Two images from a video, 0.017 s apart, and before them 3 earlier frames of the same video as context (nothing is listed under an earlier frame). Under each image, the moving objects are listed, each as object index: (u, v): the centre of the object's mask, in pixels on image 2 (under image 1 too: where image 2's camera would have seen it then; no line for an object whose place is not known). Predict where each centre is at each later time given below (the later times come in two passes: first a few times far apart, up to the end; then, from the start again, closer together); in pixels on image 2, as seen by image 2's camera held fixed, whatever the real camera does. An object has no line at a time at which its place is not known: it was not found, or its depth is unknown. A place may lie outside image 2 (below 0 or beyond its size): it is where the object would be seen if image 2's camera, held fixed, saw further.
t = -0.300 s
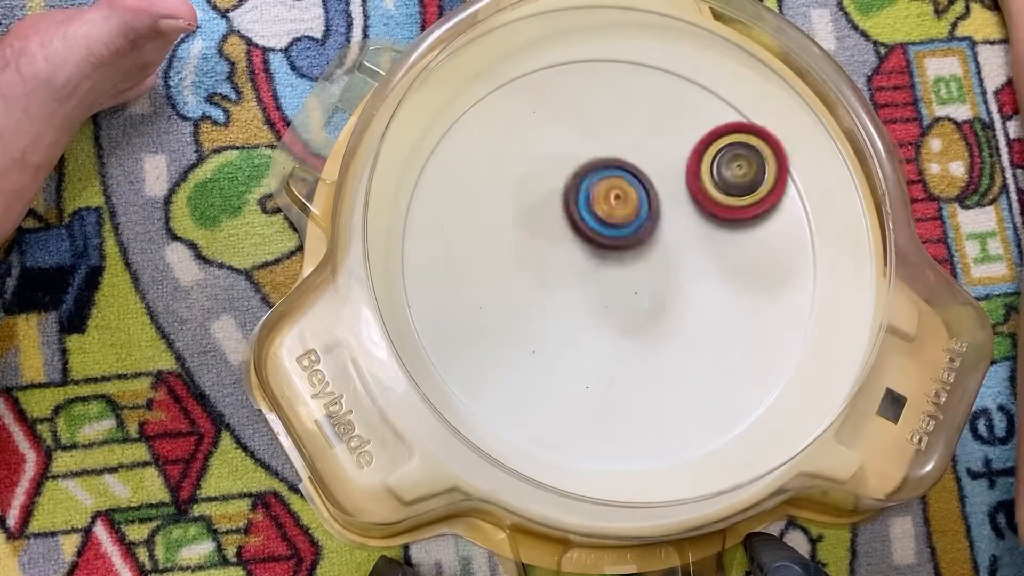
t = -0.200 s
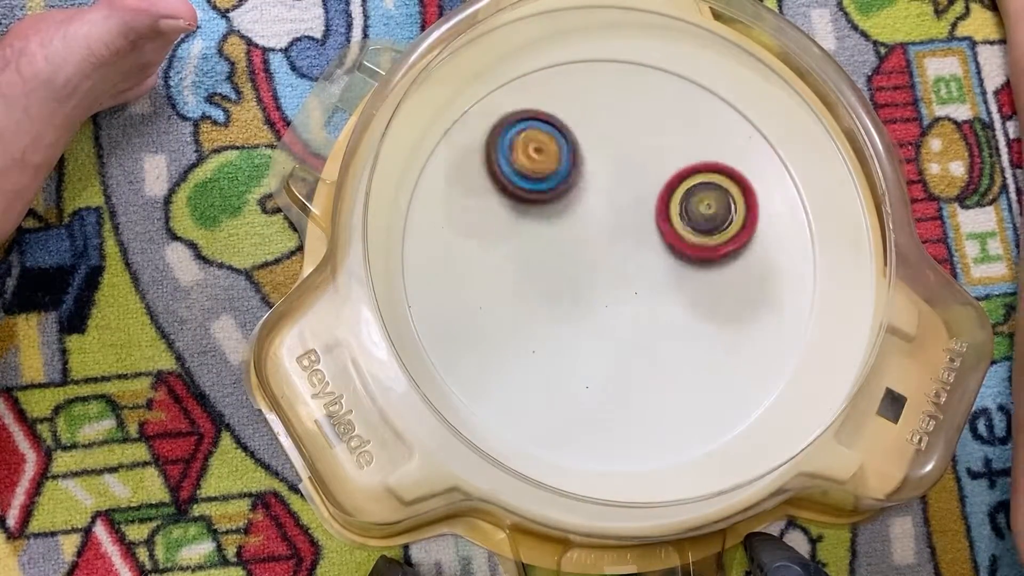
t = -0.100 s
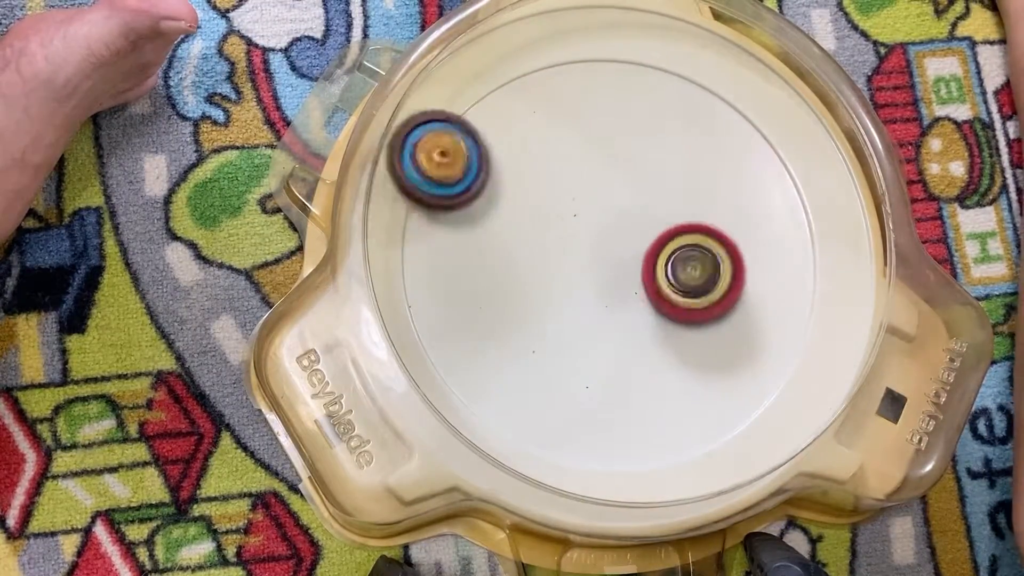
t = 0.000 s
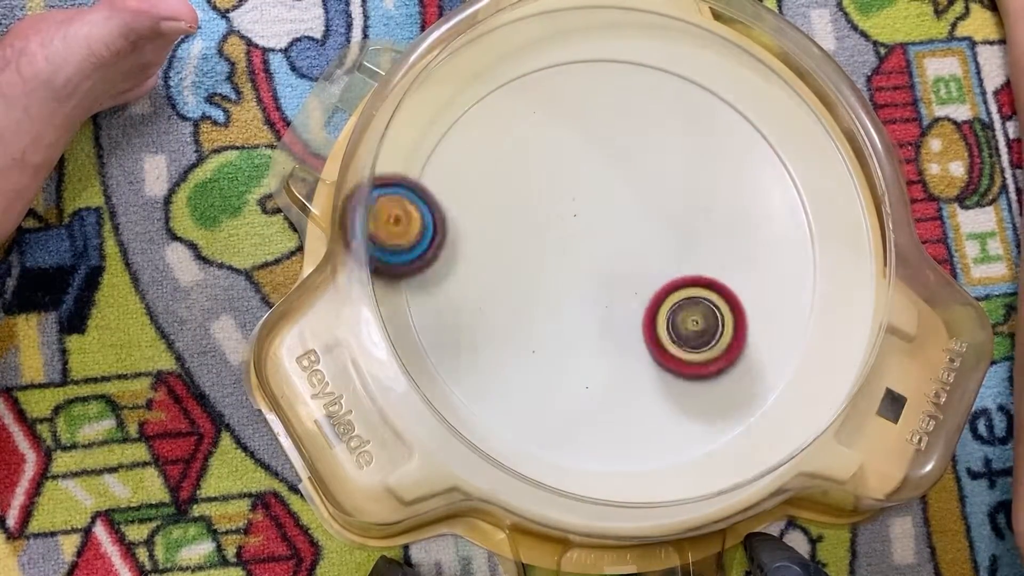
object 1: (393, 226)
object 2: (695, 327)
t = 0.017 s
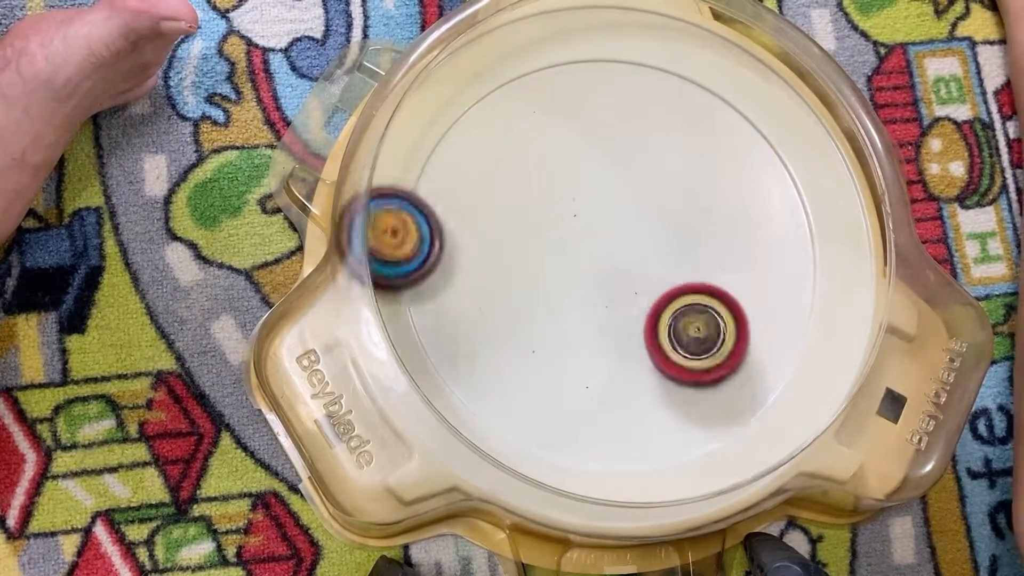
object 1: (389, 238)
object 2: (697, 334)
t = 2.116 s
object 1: (652, 231)
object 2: (511, 333)
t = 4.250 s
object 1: (563, 307)
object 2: (761, 254)
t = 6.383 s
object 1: (630, 259)
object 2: (524, 321)
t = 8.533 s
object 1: (617, 270)
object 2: (701, 198)
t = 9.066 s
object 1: (606, 278)
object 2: (740, 284)
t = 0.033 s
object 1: (389, 249)
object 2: (699, 341)
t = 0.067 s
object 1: (394, 272)
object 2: (703, 353)
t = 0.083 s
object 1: (403, 282)
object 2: (706, 358)
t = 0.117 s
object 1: (416, 304)
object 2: (711, 366)
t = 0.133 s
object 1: (421, 315)
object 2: (714, 369)
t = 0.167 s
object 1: (436, 333)
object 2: (721, 374)
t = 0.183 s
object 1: (445, 343)
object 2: (724, 375)
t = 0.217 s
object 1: (477, 357)
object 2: (731, 376)
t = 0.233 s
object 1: (494, 361)
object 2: (734, 376)
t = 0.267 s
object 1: (533, 365)
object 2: (742, 374)
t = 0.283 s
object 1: (552, 366)
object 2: (745, 373)
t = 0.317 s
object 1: (591, 363)
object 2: (753, 369)
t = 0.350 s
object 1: (628, 349)
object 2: (761, 365)
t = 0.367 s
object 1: (644, 338)
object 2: (765, 363)
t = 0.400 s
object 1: (672, 309)
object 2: (775, 358)
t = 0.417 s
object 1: (684, 293)
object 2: (779, 354)
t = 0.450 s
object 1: (702, 255)
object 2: (784, 346)
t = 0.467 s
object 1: (708, 234)
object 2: (785, 341)
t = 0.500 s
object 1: (712, 191)
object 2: (784, 330)
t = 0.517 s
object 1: (710, 168)
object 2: (782, 324)
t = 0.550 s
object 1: (699, 125)
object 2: (772, 311)
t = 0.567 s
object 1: (690, 104)
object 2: (765, 304)
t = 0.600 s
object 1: (664, 66)
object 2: (748, 294)
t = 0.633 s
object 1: (632, 40)
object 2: (727, 286)
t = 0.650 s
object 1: (614, 33)
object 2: (716, 284)
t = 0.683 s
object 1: (583, 22)
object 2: (693, 281)
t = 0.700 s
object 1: (568, 21)
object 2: (681, 280)
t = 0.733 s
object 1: (536, 26)
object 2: (659, 281)
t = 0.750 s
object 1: (529, 34)
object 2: (648, 283)
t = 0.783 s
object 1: (524, 57)
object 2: (626, 287)
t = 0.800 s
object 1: (520, 72)
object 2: (615, 291)
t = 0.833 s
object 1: (517, 110)
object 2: (596, 299)
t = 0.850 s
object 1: (518, 130)
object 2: (588, 303)
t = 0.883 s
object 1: (521, 169)
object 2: (572, 314)
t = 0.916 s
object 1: (527, 207)
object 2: (559, 327)
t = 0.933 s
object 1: (532, 226)
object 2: (554, 334)
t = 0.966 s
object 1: (544, 246)
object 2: (548, 364)
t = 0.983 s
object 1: (551, 251)
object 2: (546, 380)
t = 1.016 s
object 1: (567, 261)
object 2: (546, 408)
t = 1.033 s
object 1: (578, 266)
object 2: (548, 420)
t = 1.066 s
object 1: (603, 271)
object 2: (557, 438)
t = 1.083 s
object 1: (616, 272)
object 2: (564, 445)
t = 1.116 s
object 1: (643, 272)
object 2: (580, 451)
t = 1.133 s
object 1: (657, 270)
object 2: (588, 451)
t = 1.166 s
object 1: (684, 264)
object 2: (609, 448)
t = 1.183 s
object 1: (698, 259)
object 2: (620, 446)
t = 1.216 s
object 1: (723, 245)
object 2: (640, 440)
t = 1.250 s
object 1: (745, 226)
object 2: (659, 434)
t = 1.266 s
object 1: (755, 215)
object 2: (667, 430)
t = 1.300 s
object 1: (769, 192)
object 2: (681, 418)
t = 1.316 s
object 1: (774, 179)
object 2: (685, 409)
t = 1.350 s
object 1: (778, 155)
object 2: (689, 388)
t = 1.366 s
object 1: (777, 144)
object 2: (689, 377)
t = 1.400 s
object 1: (766, 123)
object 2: (683, 354)
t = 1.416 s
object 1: (756, 114)
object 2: (678, 343)
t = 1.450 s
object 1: (727, 95)
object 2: (666, 321)
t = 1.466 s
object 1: (707, 90)
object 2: (658, 311)
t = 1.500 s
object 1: (667, 84)
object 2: (642, 292)
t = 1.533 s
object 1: (627, 81)
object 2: (622, 275)
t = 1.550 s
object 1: (608, 82)
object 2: (612, 268)
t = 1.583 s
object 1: (571, 89)
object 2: (591, 256)
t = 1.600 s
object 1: (556, 97)
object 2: (581, 251)
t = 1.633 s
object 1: (531, 119)
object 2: (560, 244)
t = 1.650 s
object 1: (523, 135)
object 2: (550, 241)
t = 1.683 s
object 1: (519, 155)
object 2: (529, 251)
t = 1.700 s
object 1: (520, 159)
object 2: (518, 258)
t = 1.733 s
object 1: (519, 172)
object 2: (497, 273)
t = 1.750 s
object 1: (520, 179)
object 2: (487, 281)
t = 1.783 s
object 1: (531, 178)
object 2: (466, 306)
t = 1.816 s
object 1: (545, 180)
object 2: (449, 325)
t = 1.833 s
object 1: (552, 182)
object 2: (443, 332)
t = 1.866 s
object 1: (567, 186)
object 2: (443, 341)
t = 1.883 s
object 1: (574, 189)
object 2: (445, 346)
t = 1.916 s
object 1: (587, 196)
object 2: (455, 356)
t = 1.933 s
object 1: (594, 199)
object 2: (461, 361)
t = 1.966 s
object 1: (606, 206)
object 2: (477, 367)
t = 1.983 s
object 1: (611, 210)
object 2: (485, 367)
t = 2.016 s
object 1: (621, 217)
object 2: (496, 366)
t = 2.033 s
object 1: (625, 220)
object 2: (501, 363)
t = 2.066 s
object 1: (635, 226)
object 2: (507, 354)
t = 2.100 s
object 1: (646, 230)
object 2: (510, 341)
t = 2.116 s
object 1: (652, 231)
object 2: (511, 333)
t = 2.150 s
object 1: (664, 232)
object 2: (512, 318)
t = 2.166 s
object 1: (669, 233)
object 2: (512, 310)
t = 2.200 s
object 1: (682, 232)
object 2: (510, 293)
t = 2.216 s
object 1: (688, 232)
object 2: (509, 285)
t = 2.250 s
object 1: (698, 229)
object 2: (508, 270)
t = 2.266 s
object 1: (702, 228)
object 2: (506, 262)
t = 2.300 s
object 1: (708, 227)
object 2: (503, 248)
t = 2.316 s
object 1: (711, 226)
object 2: (501, 241)
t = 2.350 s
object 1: (715, 224)
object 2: (497, 229)
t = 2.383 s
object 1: (716, 222)
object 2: (492, 219)
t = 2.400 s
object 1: (716, 221)
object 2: (490, 214)
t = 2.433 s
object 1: (714, 221)
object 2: (485, 205)
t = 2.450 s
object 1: (713, 221)
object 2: (482, 202)
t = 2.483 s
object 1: (709, 219)
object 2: (476, 195)
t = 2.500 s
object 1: (706, 220)
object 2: (473, 193)
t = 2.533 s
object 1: (699, 221)
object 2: (467, 188)
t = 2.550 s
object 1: (696, 222)
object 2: (463, 186)
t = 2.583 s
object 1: (689, 224)
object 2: (457, 182)
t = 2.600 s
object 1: (685, 225)
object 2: (453, 181)
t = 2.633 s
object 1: (676, 229)
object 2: (448, 180)
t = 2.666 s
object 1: (668, 234)
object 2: (444, 181)
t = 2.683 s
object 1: (664, 237)
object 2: (444, 182)
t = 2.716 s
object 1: (656, 241)
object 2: (444, 184)
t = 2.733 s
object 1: (652, 245)
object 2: (445, 186)
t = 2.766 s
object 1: (645, 252)
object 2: (448, 190)
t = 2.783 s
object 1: (642, 257)
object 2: (451, 191)
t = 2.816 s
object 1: (639, 265)
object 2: (458, 196)
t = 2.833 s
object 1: (639, 271)
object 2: (462, 197)
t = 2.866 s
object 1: (639, 283)
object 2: (472, 200)
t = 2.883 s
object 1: (641, 289)
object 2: (479, 201)
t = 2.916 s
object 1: (645, 300)
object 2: (491, 202)
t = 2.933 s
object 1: (648, 305)
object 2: (498, 202)
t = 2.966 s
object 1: (652, 314)
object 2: (514, 201)
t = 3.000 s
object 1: (657, 324)
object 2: (530, 198)
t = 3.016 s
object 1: (660, 327)
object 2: (538, 196)
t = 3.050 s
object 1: (665, 333)
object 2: (553, 190)
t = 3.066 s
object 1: (667, 336)
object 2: (560, 187)
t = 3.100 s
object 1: (673, 341)
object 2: (574, 181)
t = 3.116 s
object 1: (675, 342)
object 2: (582, 176)
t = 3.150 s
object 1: (679, 342)
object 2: (595, 168)
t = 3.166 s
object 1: (681, 342)
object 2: (601, 163)
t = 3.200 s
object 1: (685, 341)
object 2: (612, 153)
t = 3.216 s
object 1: (687, 339)
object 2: (618, 149)
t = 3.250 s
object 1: (689, 334)
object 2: (627, 139)
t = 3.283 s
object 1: (690, 328)
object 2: (634, 129)
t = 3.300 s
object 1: (691, 325)
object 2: (637, 124)
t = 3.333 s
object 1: (691, 317)
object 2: (642, 115)
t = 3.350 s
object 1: (691, 313)
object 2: (644, 110)
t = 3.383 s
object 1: (690, 304)
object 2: (646, 102)
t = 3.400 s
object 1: (690, 300)
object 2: (646, 98)
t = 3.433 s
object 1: (687, 290)
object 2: (647, 92)
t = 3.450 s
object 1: (685, 286)
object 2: (647, 88)
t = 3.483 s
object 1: (682, 278)
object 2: (646, 82)
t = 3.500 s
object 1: (680, 274)
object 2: (644, 79)
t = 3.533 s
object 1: (674, 268)
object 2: (643, 75)
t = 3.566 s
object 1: (666, 264)
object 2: (640, 71)
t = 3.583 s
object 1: (661, 262)
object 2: (638, 71)
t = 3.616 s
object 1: (651, 259)
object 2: (634, 73)
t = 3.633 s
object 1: (645, 258)
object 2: (632, 75)
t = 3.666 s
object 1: (634, 257)
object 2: (630, 80)
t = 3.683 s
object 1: (628, 257)
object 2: (628, 83)
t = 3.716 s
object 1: (615, 257)
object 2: (625, 92)
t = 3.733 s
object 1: (608, 258)
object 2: (625, 97)
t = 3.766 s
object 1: (597, 259)
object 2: (624, 109)
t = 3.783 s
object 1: (590, 260)
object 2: (624, 116)
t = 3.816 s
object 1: (578, 263)
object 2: (627, 132)
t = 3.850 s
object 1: (569, 266)
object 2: (631, 147)
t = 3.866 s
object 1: (563, 268)
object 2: (634, 155)
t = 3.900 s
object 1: (554, 272)
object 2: (641, 171)
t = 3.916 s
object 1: (550, 274)
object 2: (646, 178)
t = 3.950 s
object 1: (544, 278)
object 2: (655, 192)
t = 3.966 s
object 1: (540, 280)
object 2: (660, 199)
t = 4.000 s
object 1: (537, 285)
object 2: (671, 211)
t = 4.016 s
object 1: (536, 287)
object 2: (678, 216)
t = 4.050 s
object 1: (534, 291)
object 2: (689, 226)
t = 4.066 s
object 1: (535, 293)
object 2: (695, 230)
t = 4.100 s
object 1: (537, 297)
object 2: (708, 238)
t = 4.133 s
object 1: (541, 299)
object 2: (721, 244)
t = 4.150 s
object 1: (543, 301)
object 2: (727, 246)
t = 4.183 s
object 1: (549, 303)
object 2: (740, 251)
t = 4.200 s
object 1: (552, 304)
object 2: (746, 252)
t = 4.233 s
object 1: (559, 306)
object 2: (756, 254)
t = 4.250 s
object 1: (563, 307)
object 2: (761, 254)
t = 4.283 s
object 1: (571, 307)
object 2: (771, 255)
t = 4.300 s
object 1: (574, 308)
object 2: (775, 255)
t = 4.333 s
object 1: (583, 308)
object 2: (783, 253)
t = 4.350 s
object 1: (587, 308)
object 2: (787, 252)
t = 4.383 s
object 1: (594, 307)
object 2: (793, 248)
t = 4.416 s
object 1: (601, 305)
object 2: (797, 244)
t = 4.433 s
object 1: (604, 304)
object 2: (798, 241)
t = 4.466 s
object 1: (608, 299)
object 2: (800, 237)
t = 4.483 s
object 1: (610, 297)
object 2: (799, 235)
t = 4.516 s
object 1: (611, 288)
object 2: (796, 231)
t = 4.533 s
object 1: (611, 284)
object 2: (794, 230)
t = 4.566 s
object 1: (611, 274)
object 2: (787, 227)
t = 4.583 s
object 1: (611, 268)
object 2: (782, 226)
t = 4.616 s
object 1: (610, 259)
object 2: (772, 227)
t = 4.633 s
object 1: (609, 254)
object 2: (766, 227)
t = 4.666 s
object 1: (609, 244)
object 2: (752, 231)
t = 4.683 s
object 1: (608, 240)
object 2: (745, 233)
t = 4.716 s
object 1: (607, 232)
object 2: (733, 239)
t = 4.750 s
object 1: (605, 223)
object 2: (720, 246)
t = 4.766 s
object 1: (604, 219)
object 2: (714, 251)
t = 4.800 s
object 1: (602, 213)
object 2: (703, 259)
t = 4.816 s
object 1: (600, 209)
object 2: (696, 264)
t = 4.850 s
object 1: (597, 204)
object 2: (687, 276)
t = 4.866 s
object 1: (596, 202)
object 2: (682, 281)
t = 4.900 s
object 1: (593, 197)
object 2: (673, 293)
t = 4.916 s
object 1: (591, 196)
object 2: (669, 299)
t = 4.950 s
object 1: (588, 193)
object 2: (662, 313)
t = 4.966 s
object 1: (586, 192)
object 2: (659, 319)
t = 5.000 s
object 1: (582, 193)
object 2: (654, 333)
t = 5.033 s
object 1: (579, 194)
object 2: (651, 346)
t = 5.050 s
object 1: (577, 196)
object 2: (650, 352)
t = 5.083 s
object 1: (574, 201)
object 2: (649, 365)
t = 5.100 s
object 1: (574, 204)
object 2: (649, 371)
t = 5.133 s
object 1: (572, 210)
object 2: (649, 382)
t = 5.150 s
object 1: (572, 214)
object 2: (649, 387)
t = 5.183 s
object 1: (574, 220)
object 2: (652, 397)
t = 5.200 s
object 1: (574, 224)
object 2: (652, 401)
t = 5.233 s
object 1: (576, 231)
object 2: (655, 409)
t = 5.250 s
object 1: (577, 233)
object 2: (657, 413)
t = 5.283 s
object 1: (579, 240)
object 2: (661, 418)
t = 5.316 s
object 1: (582, 245)
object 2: (667, 422)
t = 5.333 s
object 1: (583, 247)
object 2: (670, 423)
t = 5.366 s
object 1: (587, 251)
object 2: (677, 424)
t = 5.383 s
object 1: (590, 252)
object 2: (679, 423)
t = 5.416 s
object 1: (596, 255)
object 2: (684, 420)
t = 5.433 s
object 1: (600, 256)
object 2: (685, 418)
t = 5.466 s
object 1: (608, 257)
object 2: (688, 412)
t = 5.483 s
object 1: (612, 258)
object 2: (688, 407)
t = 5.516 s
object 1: (621, 259)
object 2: (686, 397)
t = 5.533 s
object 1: (625, 258)
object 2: (684, 391)
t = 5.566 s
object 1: (633, 260)
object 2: (677, 378)
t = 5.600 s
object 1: (641, 259)
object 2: (668, 366)
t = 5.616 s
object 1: (643, 258)
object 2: (662, 361)
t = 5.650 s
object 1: (650, 248)
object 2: (650, 358)
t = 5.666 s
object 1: (653, 244)
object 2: (643, 357)
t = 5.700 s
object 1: (658, 238)
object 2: (631, 354)
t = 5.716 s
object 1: (660, 235)
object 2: (625, 354)
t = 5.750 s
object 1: (661, 230)
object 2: (612, 352)
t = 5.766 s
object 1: (662, 229)
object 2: (606, 351)
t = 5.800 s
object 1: (660, 225)
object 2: (593, 349)
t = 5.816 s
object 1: (659, 225)
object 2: (587, 349)
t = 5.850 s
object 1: (656, 223)
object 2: (576, 350)
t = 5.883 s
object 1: (653, 224)
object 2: (565, 353)
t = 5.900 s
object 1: (651, 224)
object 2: (560, 354)
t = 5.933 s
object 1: (646, 224)
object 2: (551, 358)
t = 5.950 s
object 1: (644, 225)
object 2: (547, 360)
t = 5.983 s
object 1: (640, 226)
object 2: (541, 363)
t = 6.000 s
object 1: (638, 227)
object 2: (539, 364)
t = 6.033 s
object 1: (635, 229)
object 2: (537, 366)
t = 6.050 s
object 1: (633, 229)
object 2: (537, 367)
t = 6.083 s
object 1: (629, 232)
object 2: (537, 367)
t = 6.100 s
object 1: (628, 232)
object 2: (537, 368)
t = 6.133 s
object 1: (625, 234)
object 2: (537, 367)
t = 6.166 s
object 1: (624, 236)
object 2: (538, 366)
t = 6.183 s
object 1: (623, 238)
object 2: (538, 364)
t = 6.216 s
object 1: (622, 242)
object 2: (538, 360)
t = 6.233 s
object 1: (621, 244)
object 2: (539, 357)
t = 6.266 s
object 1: (620, 249)
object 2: (539, 350)
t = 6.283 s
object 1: (620, 250)
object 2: (539, 346)
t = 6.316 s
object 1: (619, 255)
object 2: (538, 337)
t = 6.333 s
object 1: (619, 257)
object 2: (538, 332)
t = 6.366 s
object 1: (620, 261)
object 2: (535, 322)
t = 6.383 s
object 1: (630, 259)
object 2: (524, 321)
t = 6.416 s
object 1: (648, 253)
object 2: (509, 318)
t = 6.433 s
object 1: (656, 252)
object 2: (503, 317)
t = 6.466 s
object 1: (670, 248)
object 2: (492, 316)
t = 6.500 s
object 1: (679, 246)
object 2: (483, 316)
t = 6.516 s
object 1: (684, 245)
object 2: (479, 316)
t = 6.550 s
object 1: (688, 244)
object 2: (475, 317)
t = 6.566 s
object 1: (690, 244)
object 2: (473, 318)
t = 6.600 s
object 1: (691, 244)
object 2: (472, 319)
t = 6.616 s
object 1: (691, 245)
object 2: (472, 320)
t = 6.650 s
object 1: (689, 245)
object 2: (472, 322)
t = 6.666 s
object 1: (688, 247)
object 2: (474, 322)
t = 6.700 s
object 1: (684, 247)
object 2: (476, 321)
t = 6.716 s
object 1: (682, 249)
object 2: (478, 320)
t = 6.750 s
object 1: (677, 250)
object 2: (482, 317)
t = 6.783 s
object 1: (671, 252)
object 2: (486, 312)
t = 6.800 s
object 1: (668, 252)
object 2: (489, 309)
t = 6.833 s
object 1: (661, 254)
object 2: (497, 301)
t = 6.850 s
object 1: (658, 254)
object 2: (500, 296)
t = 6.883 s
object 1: (652, 254)
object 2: (508, 286)
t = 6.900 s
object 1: (649, 255)
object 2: (511, 281)
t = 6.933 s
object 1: (643, 255)
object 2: (519, 269)
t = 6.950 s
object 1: (641, 255)
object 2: (521, 263)
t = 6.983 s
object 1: (636, 254)
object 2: (527, 252)
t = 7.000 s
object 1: (634, 255)
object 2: (530, 245)
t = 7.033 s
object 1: (637, 255)
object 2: (530, 231)
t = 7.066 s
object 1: (639, 257)
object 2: (529, 218)
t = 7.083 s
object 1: (640, 257)
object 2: (529, 211)
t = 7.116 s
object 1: (641, 258)
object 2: (528, 198)
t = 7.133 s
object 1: (641, 258)
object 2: (527, 192)
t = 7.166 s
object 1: (641, 260)
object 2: (525, 181)
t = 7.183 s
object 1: (641, 259)
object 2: (525, 175)
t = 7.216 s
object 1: (640, 260)
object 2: (522, 165)
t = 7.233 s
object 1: (641, 260)
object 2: (522, 161)
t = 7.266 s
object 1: (639, 260)
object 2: (519, 153)
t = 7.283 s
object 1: (639, 260)
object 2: (518, 149)
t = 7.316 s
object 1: (638, 260)
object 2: (516, 144)
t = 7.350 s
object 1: (637, 260)
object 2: (516, 140)
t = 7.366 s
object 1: (636, 260)
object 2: (515, 139)
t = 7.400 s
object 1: (635, 259)
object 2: (515, 138)
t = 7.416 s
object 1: (634, 259)
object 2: (515, 138)
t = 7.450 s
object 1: (633, 259)
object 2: (515, 139)
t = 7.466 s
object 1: (632, 259)
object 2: (516, 139)
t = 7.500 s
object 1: (632, 259)
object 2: (519, 140)
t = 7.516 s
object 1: (631, 259)
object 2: (521, 142)
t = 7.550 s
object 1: (630, 259)
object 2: (527, 145)
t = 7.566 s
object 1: (629, 258)
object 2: (530, 146)
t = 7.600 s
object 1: (629, 259)
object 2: (538, 149)
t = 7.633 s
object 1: (627, 259)
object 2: (547, 153)
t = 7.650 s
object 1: (628, 259)
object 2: (552, 154)
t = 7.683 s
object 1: (626, 258)
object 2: (563, 157)
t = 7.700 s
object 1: (626, 258)
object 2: (569, 159)
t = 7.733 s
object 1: (625, 258)
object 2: (580, 162)
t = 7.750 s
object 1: (625, 258)
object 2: (587, 163)
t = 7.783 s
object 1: (625, 267)
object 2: (598, 159)
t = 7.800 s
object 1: (626, 273)
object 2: (605, 157)
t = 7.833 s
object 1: (626, 283)
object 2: (617, 156)
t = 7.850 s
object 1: (626, 287)
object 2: (623, 155)
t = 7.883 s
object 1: (626, 292)
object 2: (635, 155)
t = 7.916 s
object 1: (626, 295)
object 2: (646, 152)
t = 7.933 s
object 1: (625, 296)
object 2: (651, 151)
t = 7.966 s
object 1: (625, 295)
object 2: (661, 149)
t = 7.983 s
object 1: (624, 295)
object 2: (666, 147)
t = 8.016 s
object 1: (624, 293)
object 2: (674, 143)
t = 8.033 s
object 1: (623, 292)
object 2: (678, 141)
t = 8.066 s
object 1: (623, 290)
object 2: (684, 137)
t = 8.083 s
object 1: (623, 288)
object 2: (687, 134)
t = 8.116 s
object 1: (623, 286)
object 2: (691, 132)
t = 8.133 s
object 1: (623, 285)
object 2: (693, 131)
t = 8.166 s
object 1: (623, 282)
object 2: (695, 129)
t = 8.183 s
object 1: (623, 281)
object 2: (696, 129)
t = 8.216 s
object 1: (624, 278)
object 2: (697, 129)
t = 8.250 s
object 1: (624, 276)
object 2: (696, 129)
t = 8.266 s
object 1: (624, 275)
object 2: (696, 131)
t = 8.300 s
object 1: (625, 273)
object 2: (696, 136)
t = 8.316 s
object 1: (624, 272)
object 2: (696, 139)
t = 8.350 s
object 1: (625, 270)
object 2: (695, 145)
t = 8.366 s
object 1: (625, 270)
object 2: (694, 150)
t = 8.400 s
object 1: (625, 268)
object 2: (694, 158)
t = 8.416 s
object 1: (625, 267)
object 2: (694, 163)
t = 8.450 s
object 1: (625, 266)
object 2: (693, 173)
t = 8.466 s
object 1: (625, 265)
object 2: (693, 178)
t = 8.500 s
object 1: (625, 264)
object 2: (694, 190)
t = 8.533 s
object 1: (617, 270)
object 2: (701, 198)
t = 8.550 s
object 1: (609, 274)
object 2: (706, 202)
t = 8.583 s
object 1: (598, 284)
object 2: (713, 209)
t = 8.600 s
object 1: (591, 288)
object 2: (716, 213)
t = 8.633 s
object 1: (583, 294)
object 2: (722, 219)
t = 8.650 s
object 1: (579, 297)
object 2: (725, 222)
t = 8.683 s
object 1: (574, 300)
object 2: (730, 228)
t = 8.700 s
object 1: (572, 301)
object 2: (733, 231)
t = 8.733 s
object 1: (571, 301)
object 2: (736, 236)
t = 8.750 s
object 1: (570, 302)
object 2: (739, 239)
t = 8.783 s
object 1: (572, 300)
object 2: (742, 245)
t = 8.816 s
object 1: (575, 298)
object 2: (744, 250)
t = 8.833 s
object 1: (576, 296)
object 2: (745, 252)
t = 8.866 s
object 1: (581, 293)
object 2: (746, 257)
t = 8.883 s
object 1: (582, 292)
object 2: (747, 259)
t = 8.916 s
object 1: (587, 289)
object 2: (747, 264)
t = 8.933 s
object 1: (590, 288)
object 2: (747, 265)
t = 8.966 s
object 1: (594, 285)
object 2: (746, 270)
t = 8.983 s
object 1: (596, 284)
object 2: (745, 272)
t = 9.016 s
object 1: (600, 281)
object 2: (744, 276)
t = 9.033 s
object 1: (603, 280)
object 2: (742, 279)
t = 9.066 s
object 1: (606, 278)
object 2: (740, 284)
